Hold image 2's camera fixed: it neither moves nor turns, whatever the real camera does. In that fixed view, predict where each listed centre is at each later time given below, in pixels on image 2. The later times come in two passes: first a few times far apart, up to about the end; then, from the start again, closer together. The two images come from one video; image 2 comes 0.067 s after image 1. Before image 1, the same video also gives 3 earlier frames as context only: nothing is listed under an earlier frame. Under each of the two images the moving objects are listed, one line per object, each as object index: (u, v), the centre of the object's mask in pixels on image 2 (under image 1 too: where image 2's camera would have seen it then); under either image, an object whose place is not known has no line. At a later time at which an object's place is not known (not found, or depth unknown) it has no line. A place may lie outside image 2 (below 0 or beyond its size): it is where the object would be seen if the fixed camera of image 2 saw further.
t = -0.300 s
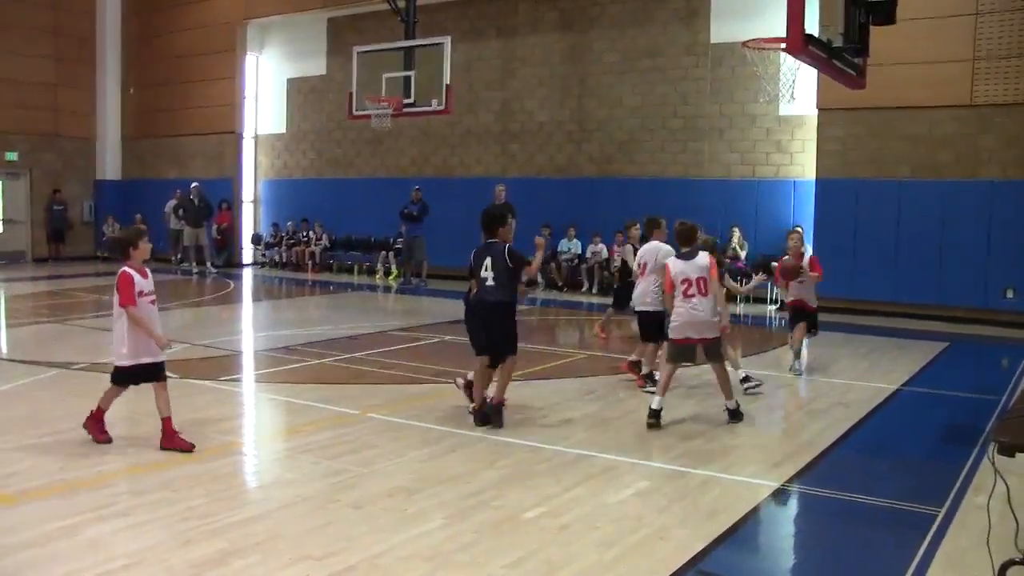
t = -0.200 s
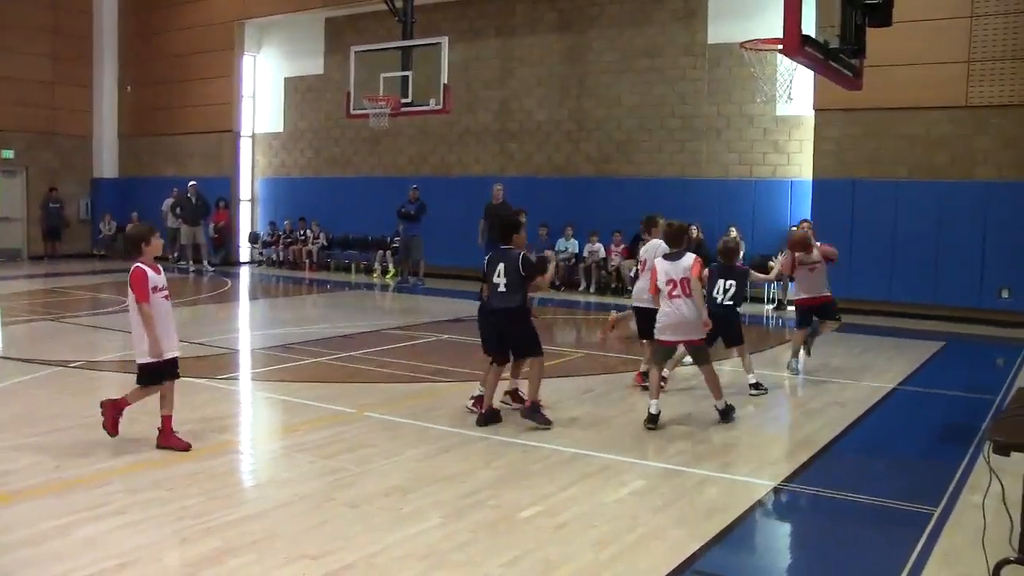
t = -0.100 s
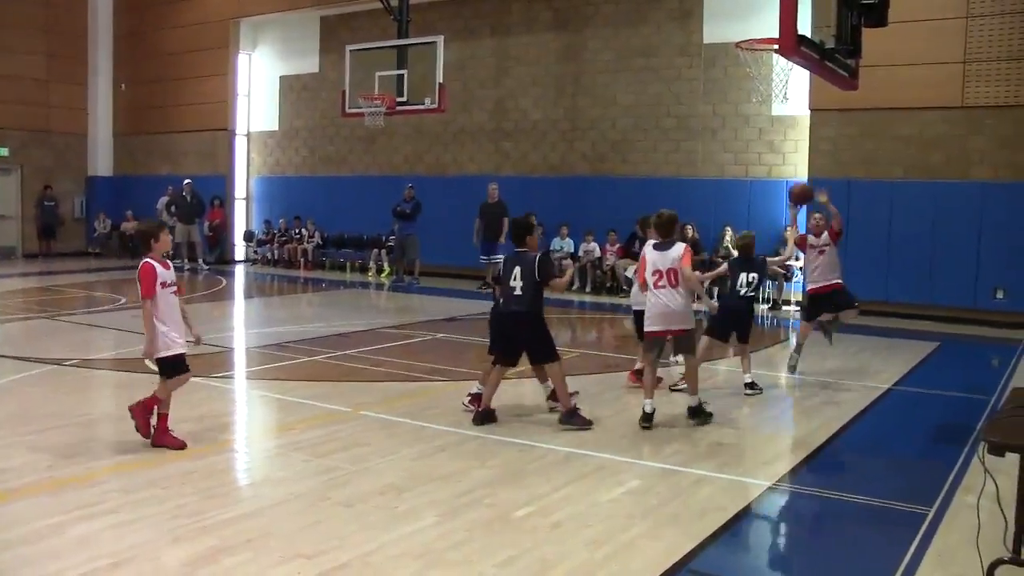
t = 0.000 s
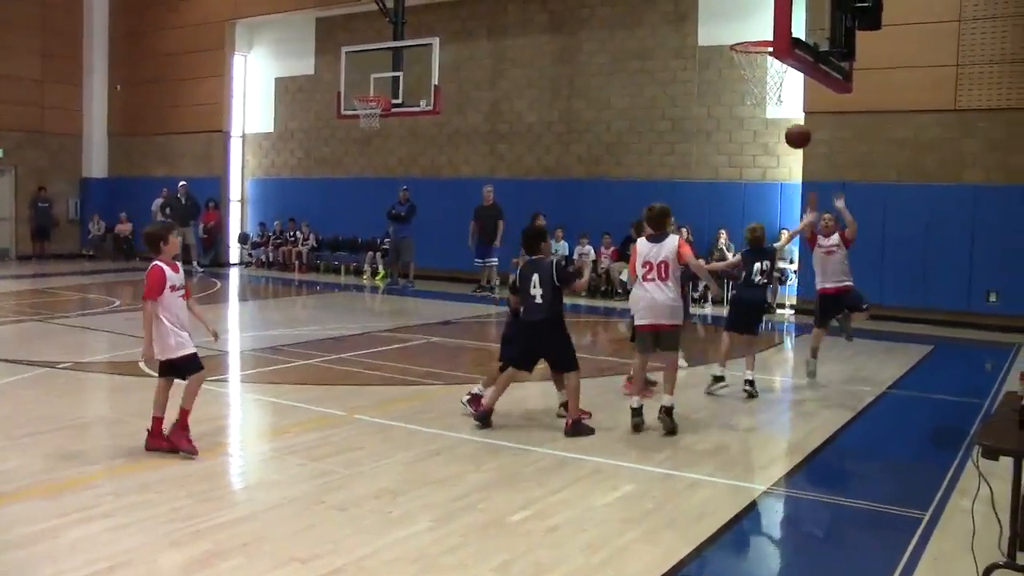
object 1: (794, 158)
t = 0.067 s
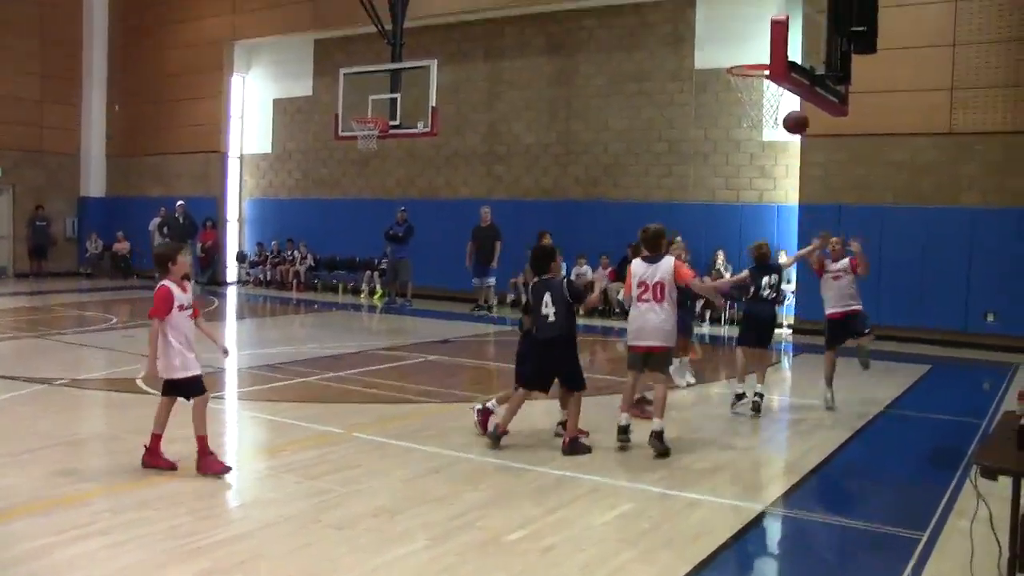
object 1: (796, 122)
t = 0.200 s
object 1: (799, 54)
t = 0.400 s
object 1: (799, 3)
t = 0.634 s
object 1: (762, 20)
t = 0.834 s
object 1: (724, 101)
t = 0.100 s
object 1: (796, 106)
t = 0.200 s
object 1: (799, 54)
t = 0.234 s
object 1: (802, 47)
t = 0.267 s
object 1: (804, 35)
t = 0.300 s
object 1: (806, 24)
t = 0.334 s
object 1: (804, 16)
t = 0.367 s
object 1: (800, 7)
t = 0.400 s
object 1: (799, 3)
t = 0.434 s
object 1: (799, 0)
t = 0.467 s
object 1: (798, -1)
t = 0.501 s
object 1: (795, -1)
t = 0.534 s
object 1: (779, 2)
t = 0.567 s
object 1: (770, 7)
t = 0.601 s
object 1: (766, 12)
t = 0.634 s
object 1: (762, 20)
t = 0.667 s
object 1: (756, 29)
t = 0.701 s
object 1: (750, 40)
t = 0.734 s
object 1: (744, 52)
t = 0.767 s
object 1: (738, 66)
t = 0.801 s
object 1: (731, 83)
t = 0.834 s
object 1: (724, 101)
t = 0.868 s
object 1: (718, 120)
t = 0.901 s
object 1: (711, 142)
